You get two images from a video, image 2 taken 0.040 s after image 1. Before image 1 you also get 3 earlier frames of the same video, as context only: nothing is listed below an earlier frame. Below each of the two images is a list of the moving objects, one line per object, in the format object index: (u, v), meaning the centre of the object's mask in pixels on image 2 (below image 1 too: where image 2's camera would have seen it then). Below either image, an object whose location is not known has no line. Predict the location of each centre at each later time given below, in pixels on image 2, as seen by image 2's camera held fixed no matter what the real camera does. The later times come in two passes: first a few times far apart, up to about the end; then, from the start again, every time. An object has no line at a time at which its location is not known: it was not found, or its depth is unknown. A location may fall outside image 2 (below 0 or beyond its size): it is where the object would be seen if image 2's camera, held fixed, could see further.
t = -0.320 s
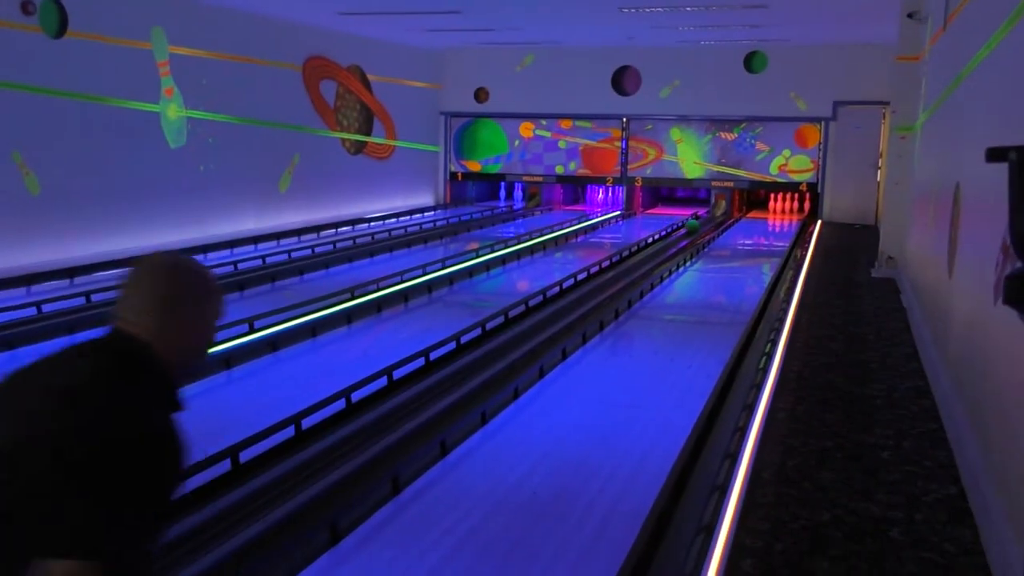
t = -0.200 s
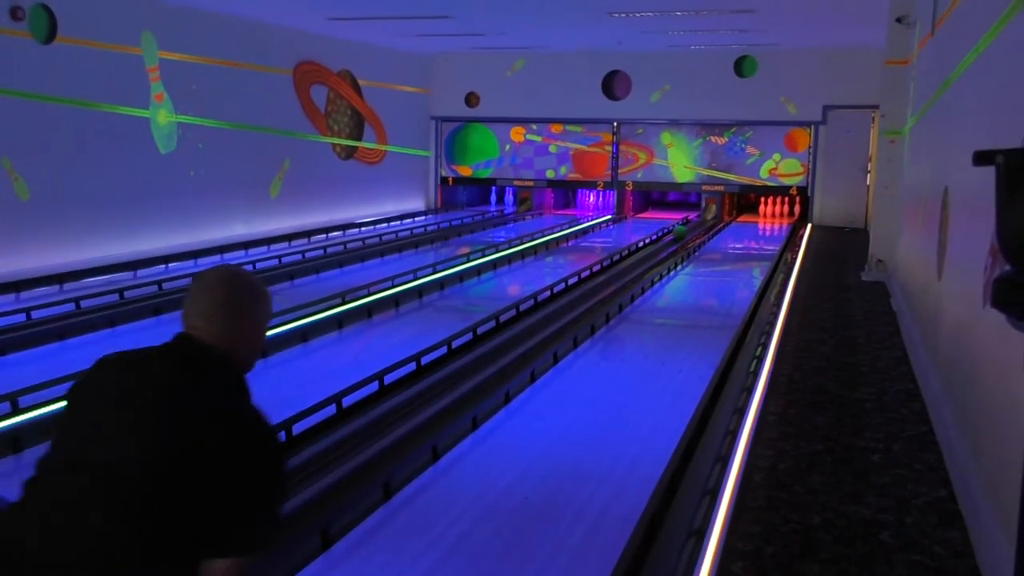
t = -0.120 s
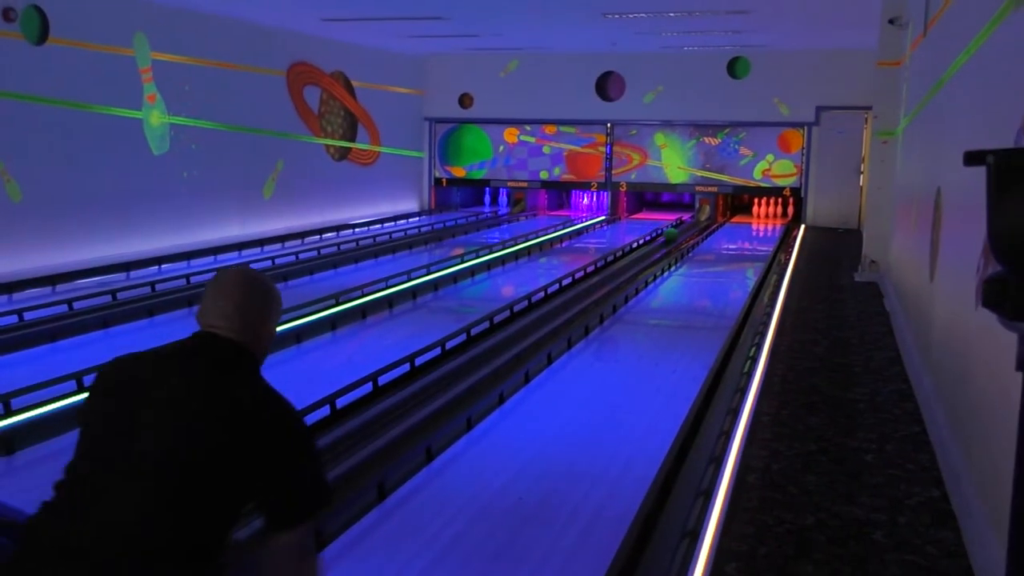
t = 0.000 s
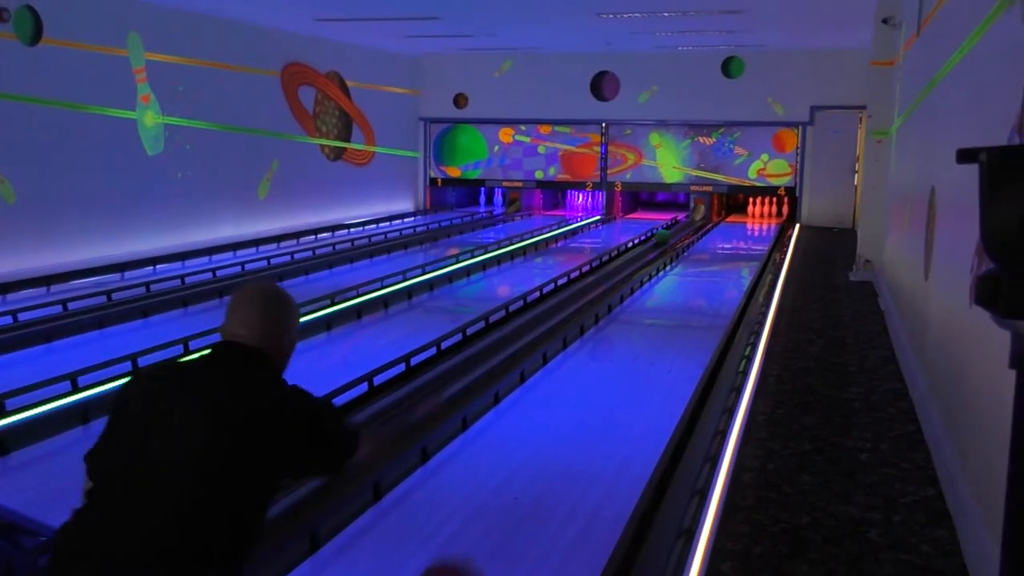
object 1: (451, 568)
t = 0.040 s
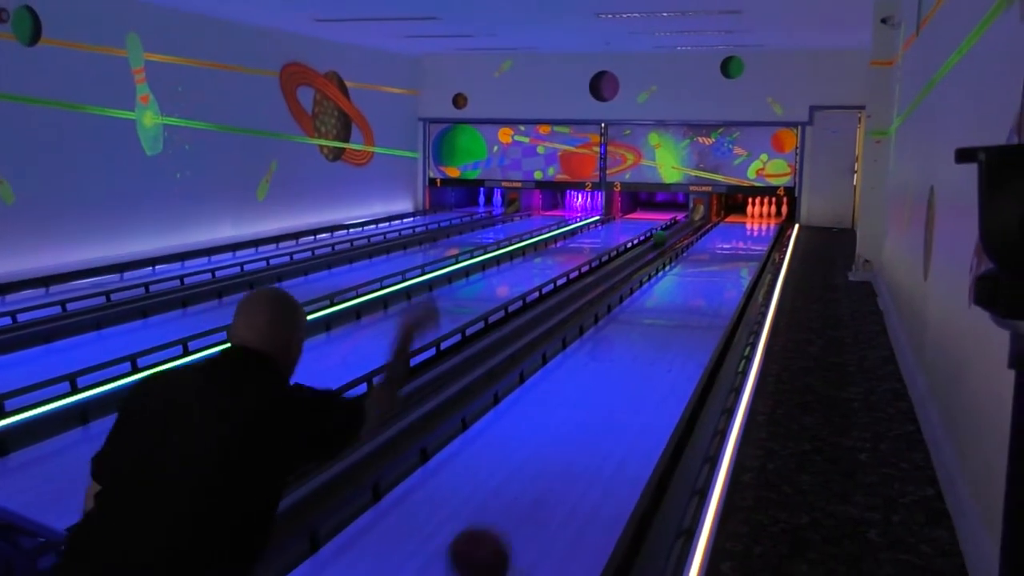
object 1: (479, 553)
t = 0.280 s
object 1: (589, 427)
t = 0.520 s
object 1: (644, 357)
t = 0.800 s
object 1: (682, 311)
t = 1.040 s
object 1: (703, 285)
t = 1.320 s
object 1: (720, 264)
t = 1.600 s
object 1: (732, 249)
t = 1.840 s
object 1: (740, 239)
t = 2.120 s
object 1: (747, 231)
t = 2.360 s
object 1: (751, 224)
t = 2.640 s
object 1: (755, 218)
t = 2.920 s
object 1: (758, 215)
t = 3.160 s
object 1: (756, 212)
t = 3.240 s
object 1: (755, 212)
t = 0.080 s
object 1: (504, 530)
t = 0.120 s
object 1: (526, 504)
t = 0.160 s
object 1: (544, 482)
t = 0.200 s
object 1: (561, 462)
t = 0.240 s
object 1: (575, 443)
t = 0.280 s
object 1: (589, 427)
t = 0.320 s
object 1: (601, 412)
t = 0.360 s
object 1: (611, 399)
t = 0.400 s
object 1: (621, 387)
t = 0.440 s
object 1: (629, 376)
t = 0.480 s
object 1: (637, 366)
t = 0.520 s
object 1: (644, 357)
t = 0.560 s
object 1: (651, 349)
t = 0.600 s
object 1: (657, 341)
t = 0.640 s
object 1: (663, 334)
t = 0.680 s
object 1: (668, 327)
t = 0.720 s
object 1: (673, 321)
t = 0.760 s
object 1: (677, 316)
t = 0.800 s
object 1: (682, 311)
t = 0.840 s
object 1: (686, 306)
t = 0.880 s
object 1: (689, 301)
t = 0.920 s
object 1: (693, 297)
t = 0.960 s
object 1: (696, 292)
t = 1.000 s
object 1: (700, 288)
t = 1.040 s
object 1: (703, 285)
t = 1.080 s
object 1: (706, 281)
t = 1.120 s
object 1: (708, 278)
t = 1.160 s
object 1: (711, 275)
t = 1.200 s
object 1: (713, 272)
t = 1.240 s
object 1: (715, 269)
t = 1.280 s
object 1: (717, 266)
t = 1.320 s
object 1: (720, 264)
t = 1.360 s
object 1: (722, 261)
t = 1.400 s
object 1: (724, 259)
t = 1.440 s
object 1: (725, 257)
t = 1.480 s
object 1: (727, 255)
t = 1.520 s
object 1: (729, 253)
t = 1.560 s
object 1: (730, 251)
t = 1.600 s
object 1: (732, 249)
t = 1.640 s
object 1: (734, 247)
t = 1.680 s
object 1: (735, 245)
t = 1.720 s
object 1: (737, 244)
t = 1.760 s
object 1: (738, 242)
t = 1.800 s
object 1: (739, 240)
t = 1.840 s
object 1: (740, 239)
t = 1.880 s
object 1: (741, 238)
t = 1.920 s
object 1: (742, 236)
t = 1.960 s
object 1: (744, 235)
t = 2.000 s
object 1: (745, 233)
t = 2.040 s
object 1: (746, 232)
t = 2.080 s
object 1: (746, 232)
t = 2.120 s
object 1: (747, 231)
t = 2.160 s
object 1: (747, 229)
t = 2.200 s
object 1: (748, 228)
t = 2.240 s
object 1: (749, 228)
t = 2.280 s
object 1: (750, 226)
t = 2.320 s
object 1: (751, 225)
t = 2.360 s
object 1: (751, 224)
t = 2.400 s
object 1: (752, 224)
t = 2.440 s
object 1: (753, 223)
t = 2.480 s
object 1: (753, 222)
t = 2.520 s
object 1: (754, 221)
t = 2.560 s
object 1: (754, 220)
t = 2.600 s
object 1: (755, 219)
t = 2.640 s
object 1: (755, 218)
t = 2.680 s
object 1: (755, 218)
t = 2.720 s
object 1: (755, 217)
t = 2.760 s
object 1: (755, 217)
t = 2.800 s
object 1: (756, 216)
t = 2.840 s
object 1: (757, 215)
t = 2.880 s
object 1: (758, 215)
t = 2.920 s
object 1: (758, 215)
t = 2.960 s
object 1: (758, 214)
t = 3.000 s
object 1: (757, 214)
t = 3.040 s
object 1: (757, 213)
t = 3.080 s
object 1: (757, 212)
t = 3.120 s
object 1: (757, 212)
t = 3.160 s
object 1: (756, 212)
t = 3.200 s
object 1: (756, 212)
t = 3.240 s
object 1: (755, 212)
